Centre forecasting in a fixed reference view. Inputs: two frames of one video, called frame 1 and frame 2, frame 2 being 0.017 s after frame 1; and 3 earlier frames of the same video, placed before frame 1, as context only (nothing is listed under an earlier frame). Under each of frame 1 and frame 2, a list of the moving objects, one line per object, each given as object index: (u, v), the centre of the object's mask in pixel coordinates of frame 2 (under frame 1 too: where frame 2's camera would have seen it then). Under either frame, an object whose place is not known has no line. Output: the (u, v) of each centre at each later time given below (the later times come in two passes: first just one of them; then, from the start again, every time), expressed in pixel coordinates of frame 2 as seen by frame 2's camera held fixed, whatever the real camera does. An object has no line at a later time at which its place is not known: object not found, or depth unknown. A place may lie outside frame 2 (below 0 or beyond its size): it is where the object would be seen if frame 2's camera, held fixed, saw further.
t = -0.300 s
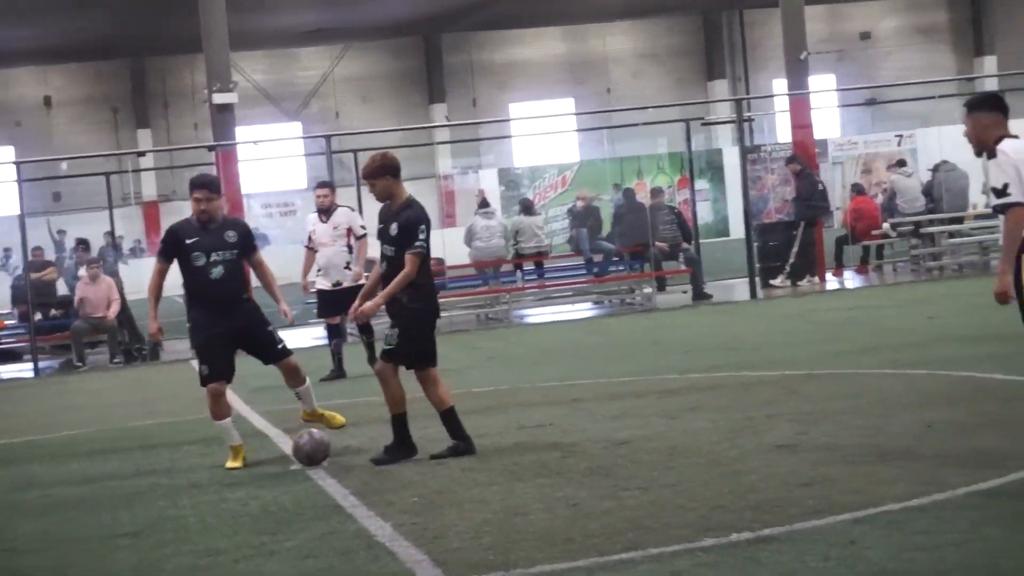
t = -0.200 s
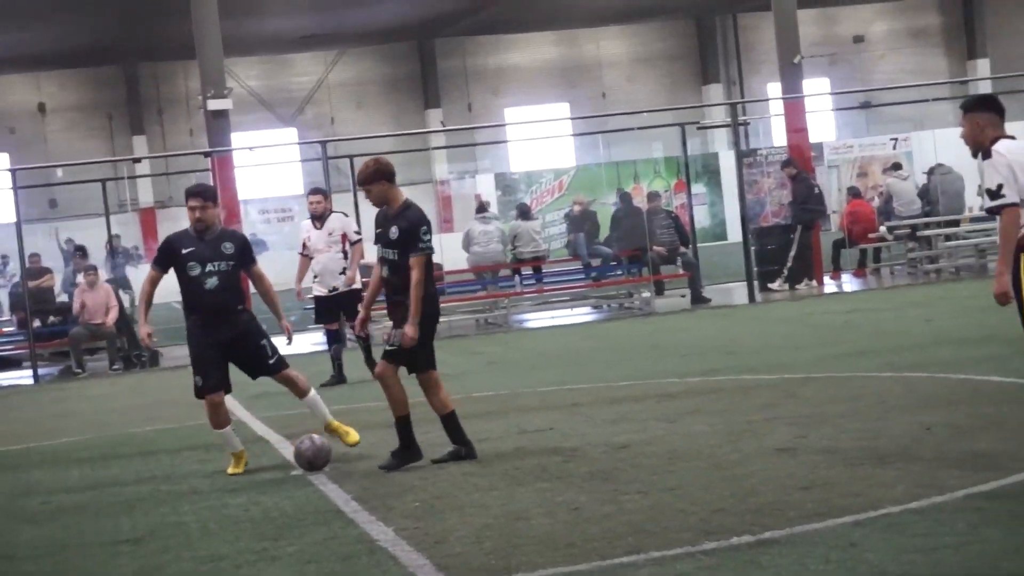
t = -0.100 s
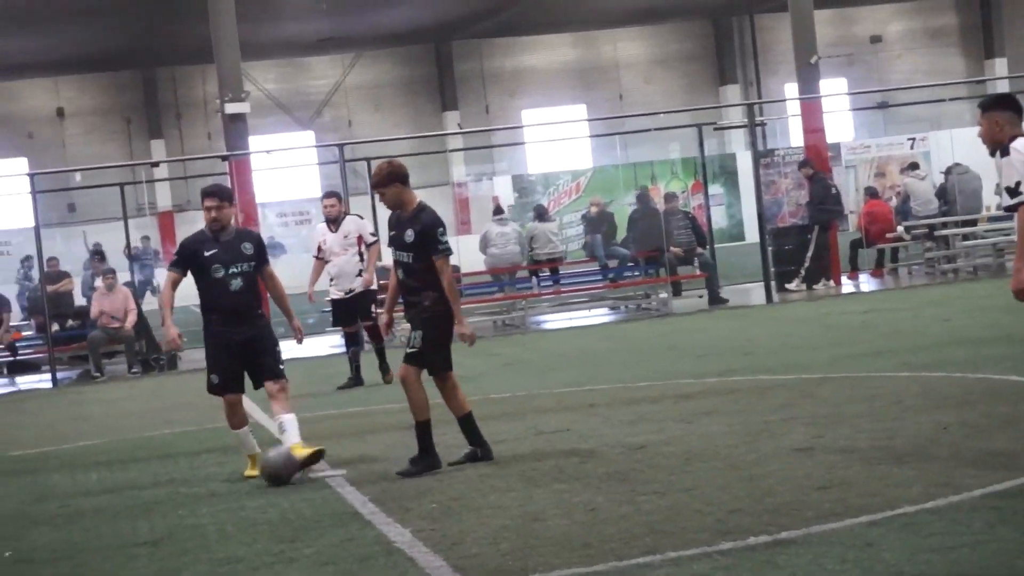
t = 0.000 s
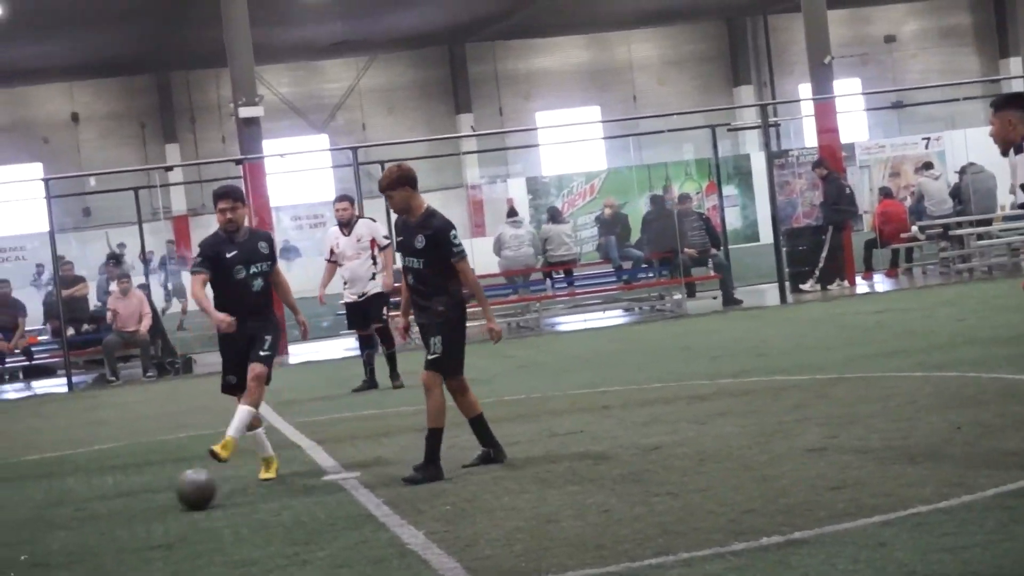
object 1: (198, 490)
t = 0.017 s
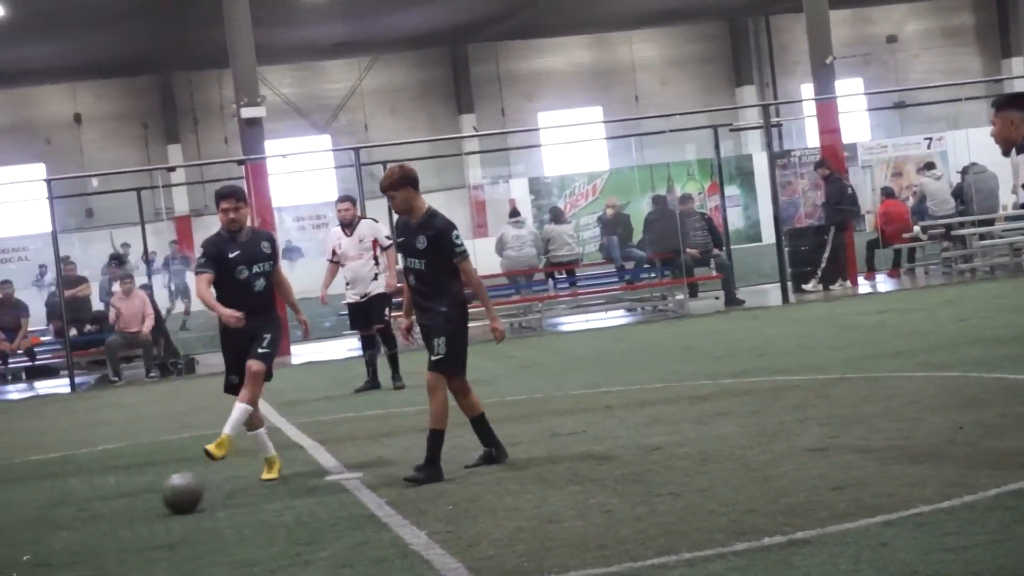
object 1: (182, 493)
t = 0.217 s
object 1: (-15, 541)
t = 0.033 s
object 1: (166, 497)
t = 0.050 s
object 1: (150, 500)
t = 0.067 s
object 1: (134, 504)
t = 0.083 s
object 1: (117, 509)
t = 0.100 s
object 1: (101, 513)
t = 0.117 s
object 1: (85, 516)
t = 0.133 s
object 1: (68, 520)
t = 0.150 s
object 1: (51, 524)
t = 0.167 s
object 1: (34, 529)
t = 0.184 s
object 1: (18, 534)
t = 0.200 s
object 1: (1, 538)
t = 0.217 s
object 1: (-15, 541)
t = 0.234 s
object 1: (-31, 544)
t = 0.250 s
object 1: (-48, 548)
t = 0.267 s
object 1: (-65, 553)
